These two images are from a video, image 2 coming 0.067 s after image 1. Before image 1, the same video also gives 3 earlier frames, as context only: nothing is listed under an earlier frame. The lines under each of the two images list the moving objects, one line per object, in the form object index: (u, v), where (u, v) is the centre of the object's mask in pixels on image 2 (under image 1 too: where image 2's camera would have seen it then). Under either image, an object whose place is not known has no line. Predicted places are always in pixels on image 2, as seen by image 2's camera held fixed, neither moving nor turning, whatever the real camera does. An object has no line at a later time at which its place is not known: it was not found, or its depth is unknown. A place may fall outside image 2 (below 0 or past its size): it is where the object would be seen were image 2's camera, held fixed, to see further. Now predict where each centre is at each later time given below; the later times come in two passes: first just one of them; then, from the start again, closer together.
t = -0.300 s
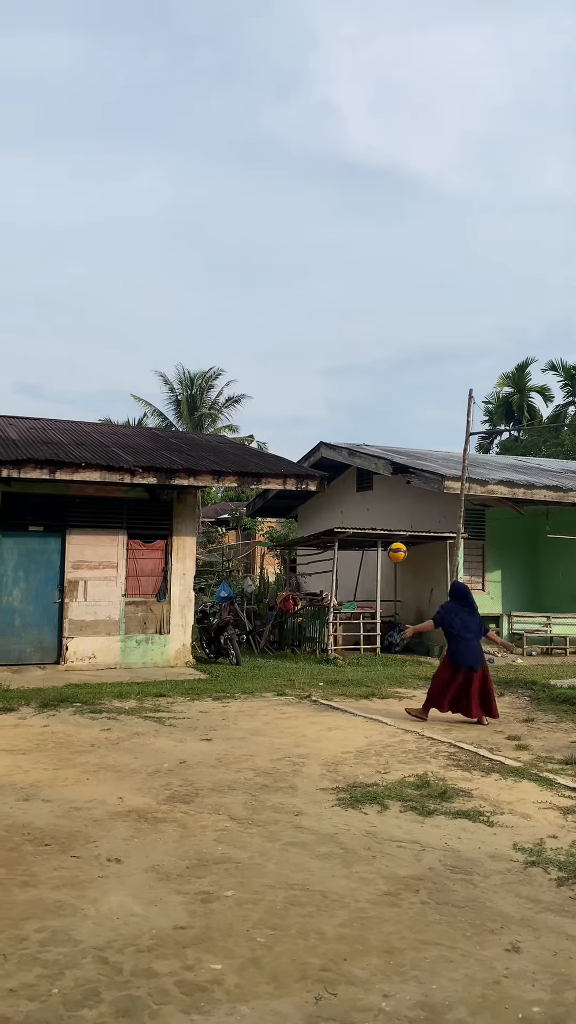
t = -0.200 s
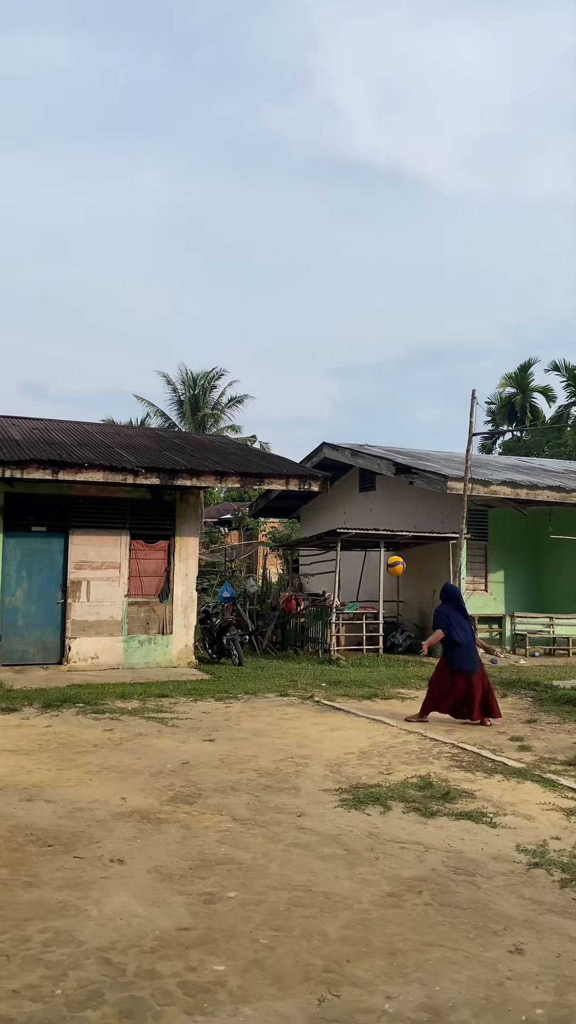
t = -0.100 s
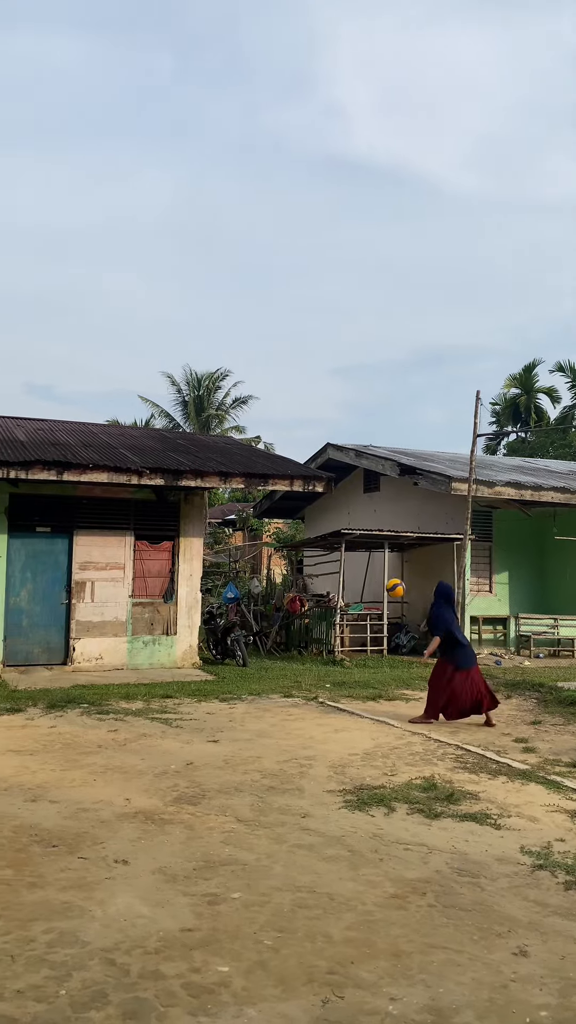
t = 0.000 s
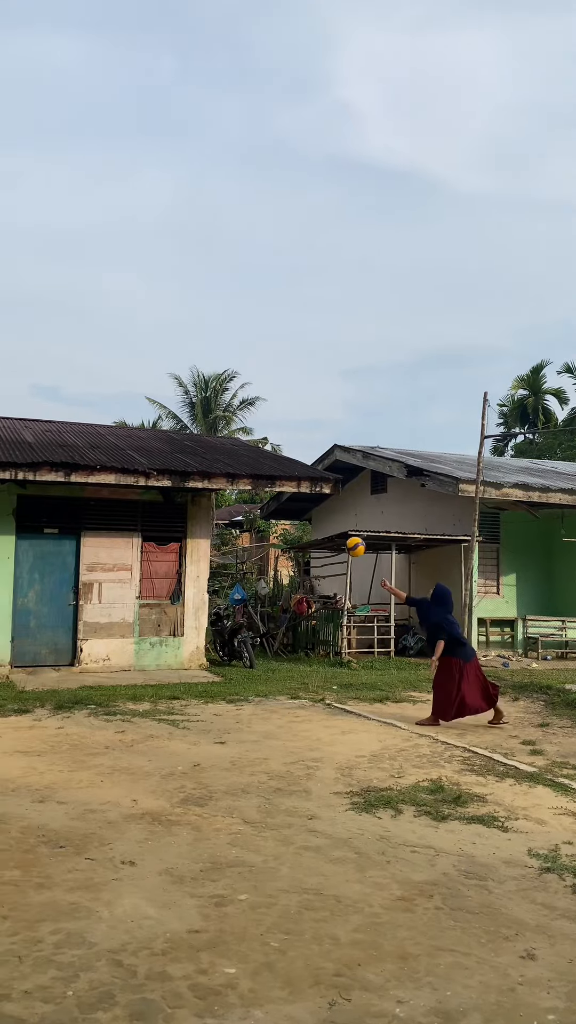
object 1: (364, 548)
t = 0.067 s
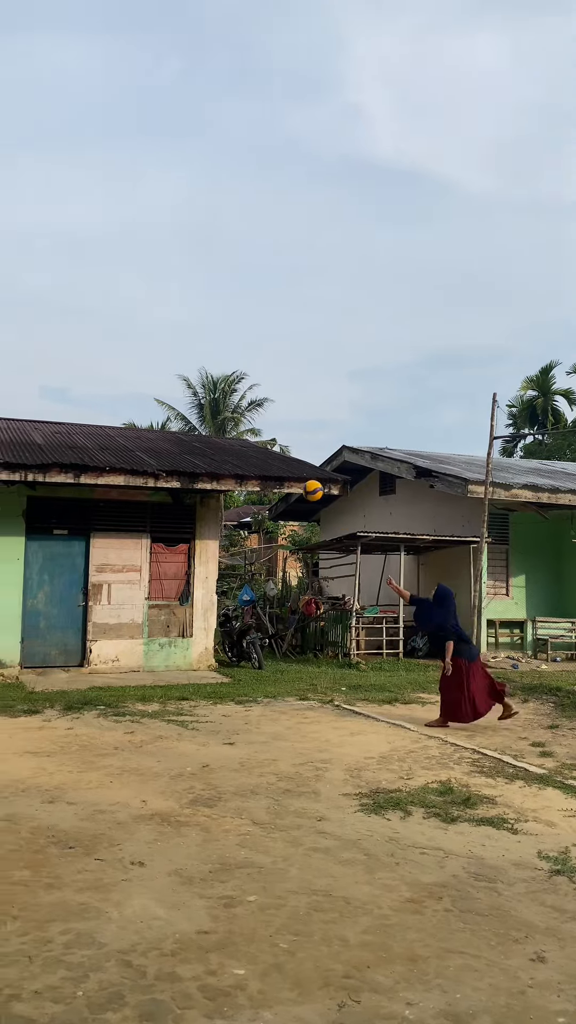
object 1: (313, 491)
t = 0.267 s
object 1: (150, 323)
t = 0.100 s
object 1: (287, 462)
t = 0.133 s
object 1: (261, 434)
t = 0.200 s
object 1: (207, 378)
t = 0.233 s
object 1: (179, 350)
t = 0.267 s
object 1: (150, 323)
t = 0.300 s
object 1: (120, 295)
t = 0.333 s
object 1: (89, 268)
